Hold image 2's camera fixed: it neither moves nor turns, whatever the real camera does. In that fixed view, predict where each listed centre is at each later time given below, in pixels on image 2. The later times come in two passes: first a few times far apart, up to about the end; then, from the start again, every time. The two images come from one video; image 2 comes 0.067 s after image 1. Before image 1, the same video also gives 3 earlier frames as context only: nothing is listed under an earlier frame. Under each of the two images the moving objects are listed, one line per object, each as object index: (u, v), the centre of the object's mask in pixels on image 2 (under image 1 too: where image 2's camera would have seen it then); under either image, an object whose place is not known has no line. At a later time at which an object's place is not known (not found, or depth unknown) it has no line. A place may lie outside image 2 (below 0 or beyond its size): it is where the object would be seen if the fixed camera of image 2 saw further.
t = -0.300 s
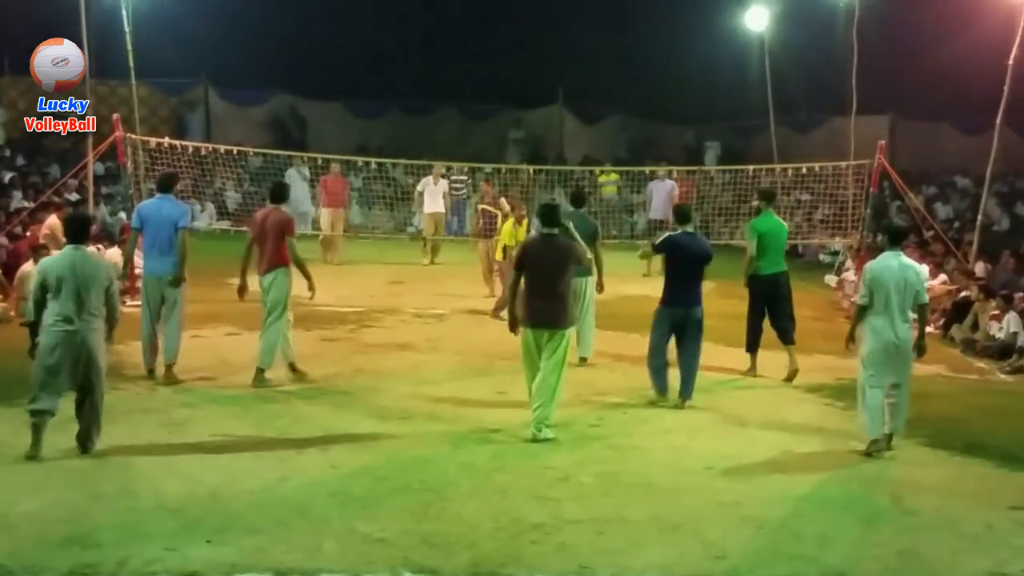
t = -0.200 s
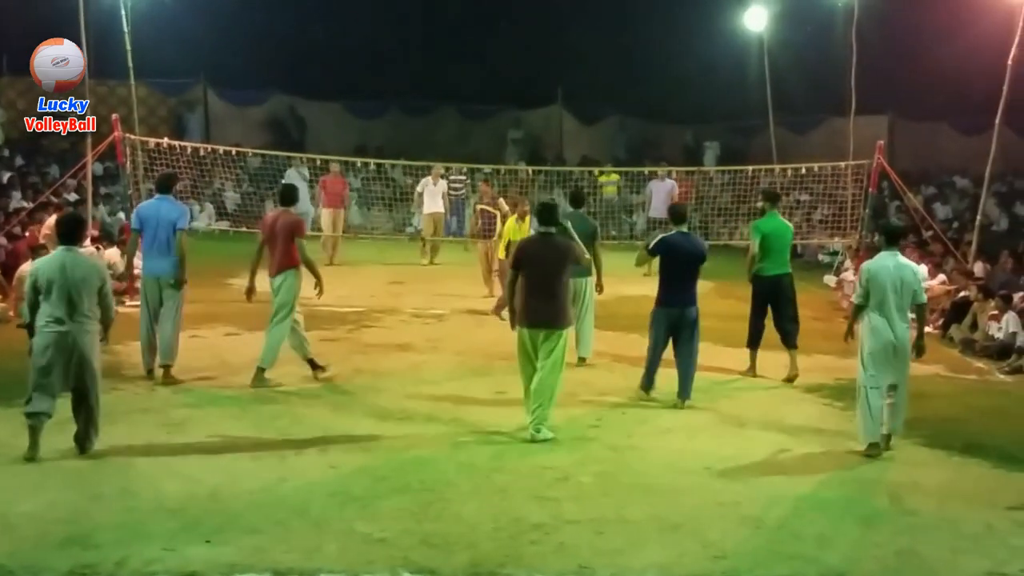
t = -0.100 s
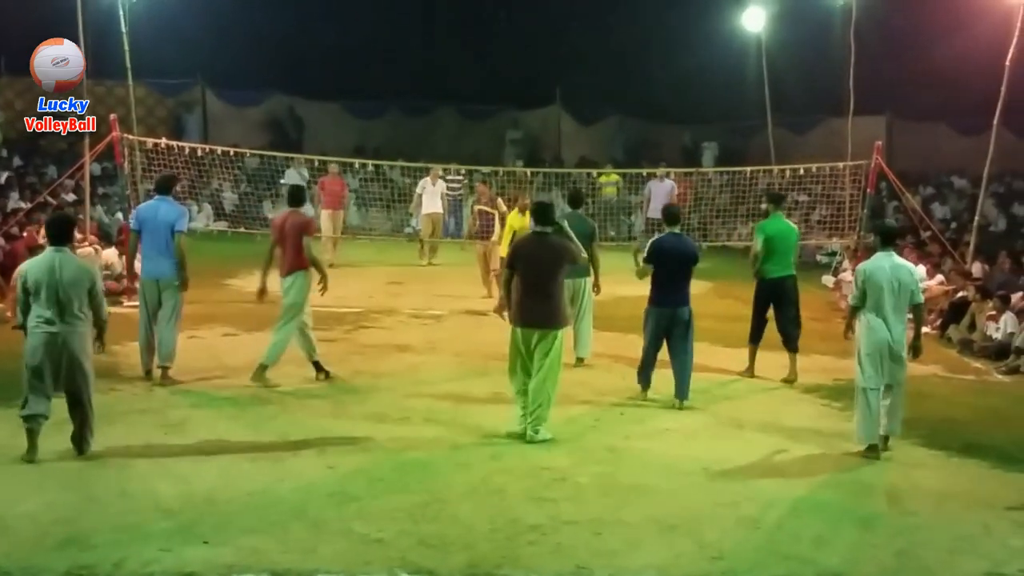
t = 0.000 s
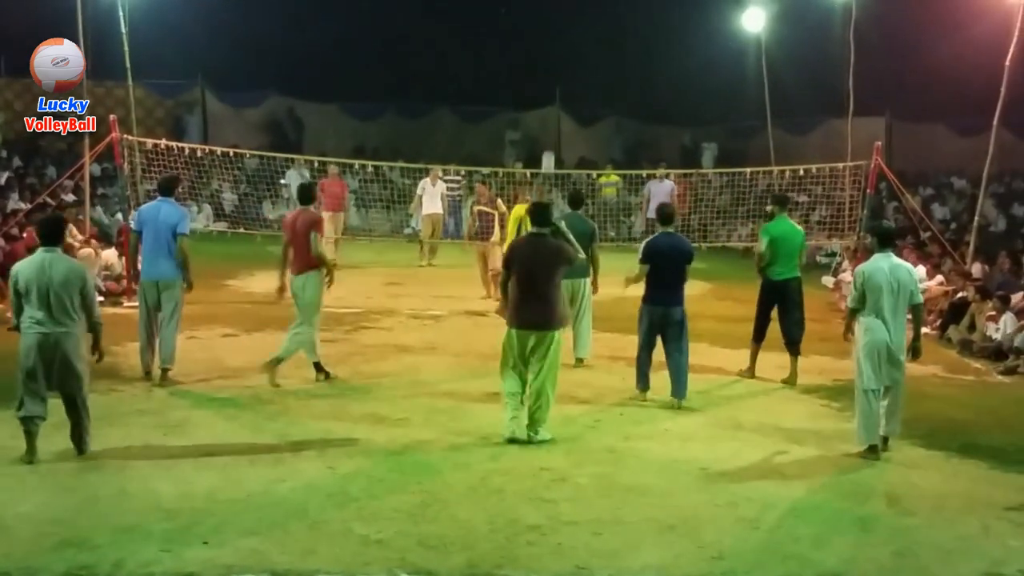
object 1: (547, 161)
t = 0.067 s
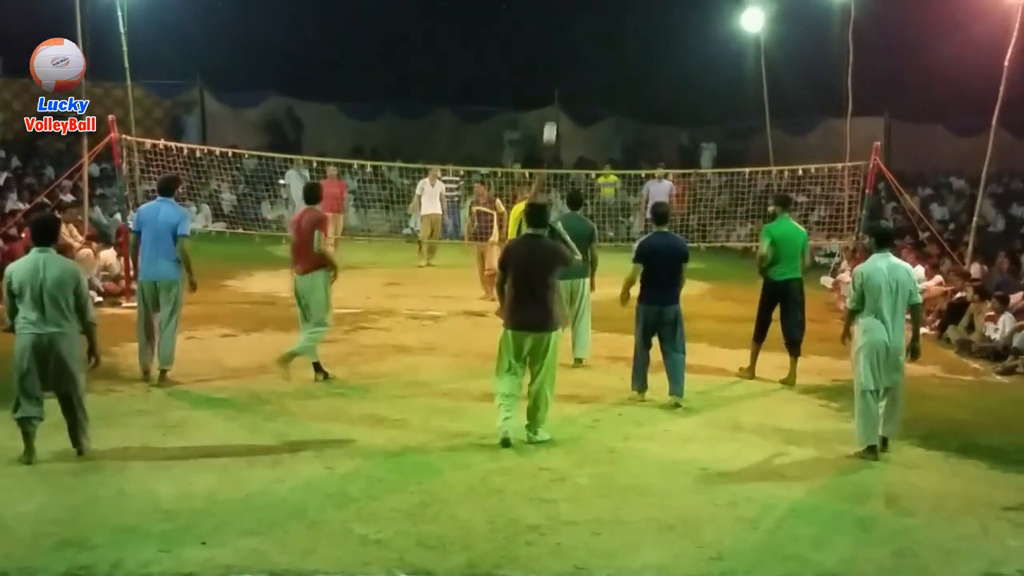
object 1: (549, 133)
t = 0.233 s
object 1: (556, 74)
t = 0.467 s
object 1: (563, 30)
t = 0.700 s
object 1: (570, 35)
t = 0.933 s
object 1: (575, 92)
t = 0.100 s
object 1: (550, 119)
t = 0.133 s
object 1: (552, 107)
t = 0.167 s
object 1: (553, 95)
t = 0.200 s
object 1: (555, 84)
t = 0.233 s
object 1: (556, 74)
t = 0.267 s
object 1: (557, 65)
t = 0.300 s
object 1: (558, 57)
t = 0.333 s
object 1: (559, 49)
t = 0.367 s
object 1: (560, 43)
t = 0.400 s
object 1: (561, 37)
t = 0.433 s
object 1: (562, 33)
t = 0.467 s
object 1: (563, 30)
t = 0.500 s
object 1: (564, 28)
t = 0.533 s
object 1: (565, 26)
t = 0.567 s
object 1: (566, 26)
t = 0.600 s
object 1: (568, 27)
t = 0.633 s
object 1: (568, 28)
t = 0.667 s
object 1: (570, 31)
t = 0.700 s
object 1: (570, 35)
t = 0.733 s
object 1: (571, 40)
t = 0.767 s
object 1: (572, 46)
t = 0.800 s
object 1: (573, 53)
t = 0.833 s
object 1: (573, 61)
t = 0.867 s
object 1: (574, 71)
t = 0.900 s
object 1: (575, 81)
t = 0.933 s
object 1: (575, 92)
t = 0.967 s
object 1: (576, 104)
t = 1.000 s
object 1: (577, 117)
